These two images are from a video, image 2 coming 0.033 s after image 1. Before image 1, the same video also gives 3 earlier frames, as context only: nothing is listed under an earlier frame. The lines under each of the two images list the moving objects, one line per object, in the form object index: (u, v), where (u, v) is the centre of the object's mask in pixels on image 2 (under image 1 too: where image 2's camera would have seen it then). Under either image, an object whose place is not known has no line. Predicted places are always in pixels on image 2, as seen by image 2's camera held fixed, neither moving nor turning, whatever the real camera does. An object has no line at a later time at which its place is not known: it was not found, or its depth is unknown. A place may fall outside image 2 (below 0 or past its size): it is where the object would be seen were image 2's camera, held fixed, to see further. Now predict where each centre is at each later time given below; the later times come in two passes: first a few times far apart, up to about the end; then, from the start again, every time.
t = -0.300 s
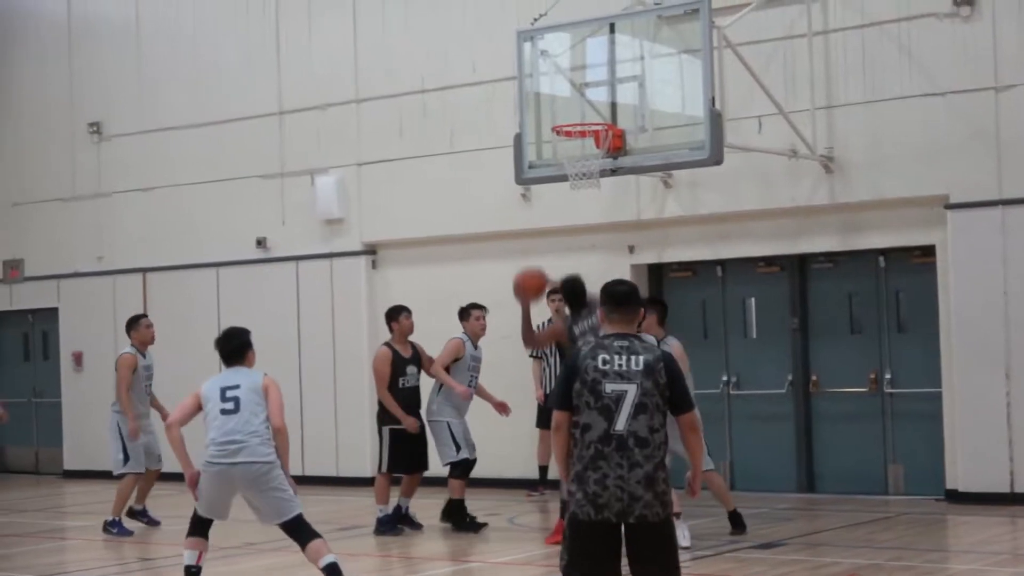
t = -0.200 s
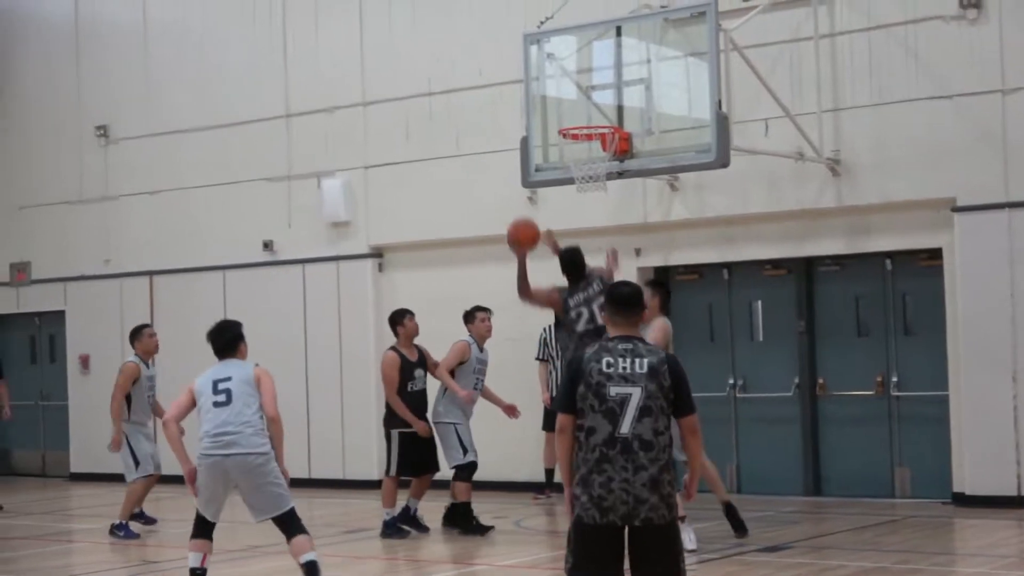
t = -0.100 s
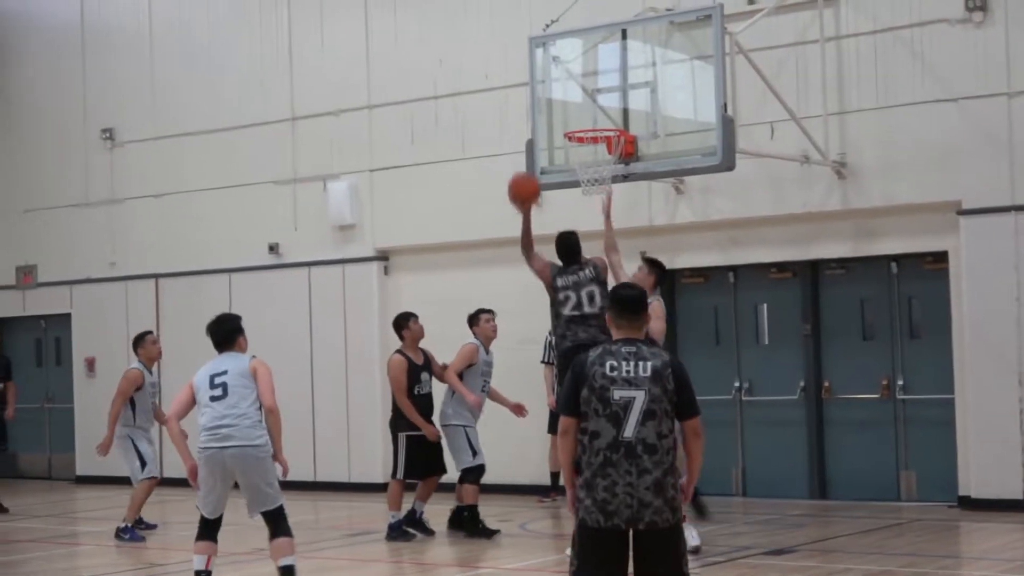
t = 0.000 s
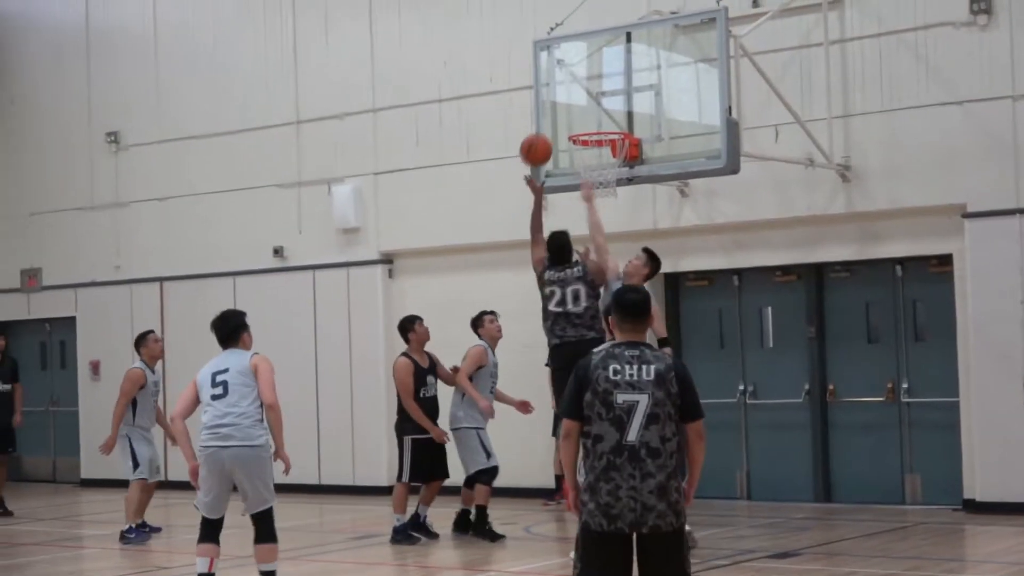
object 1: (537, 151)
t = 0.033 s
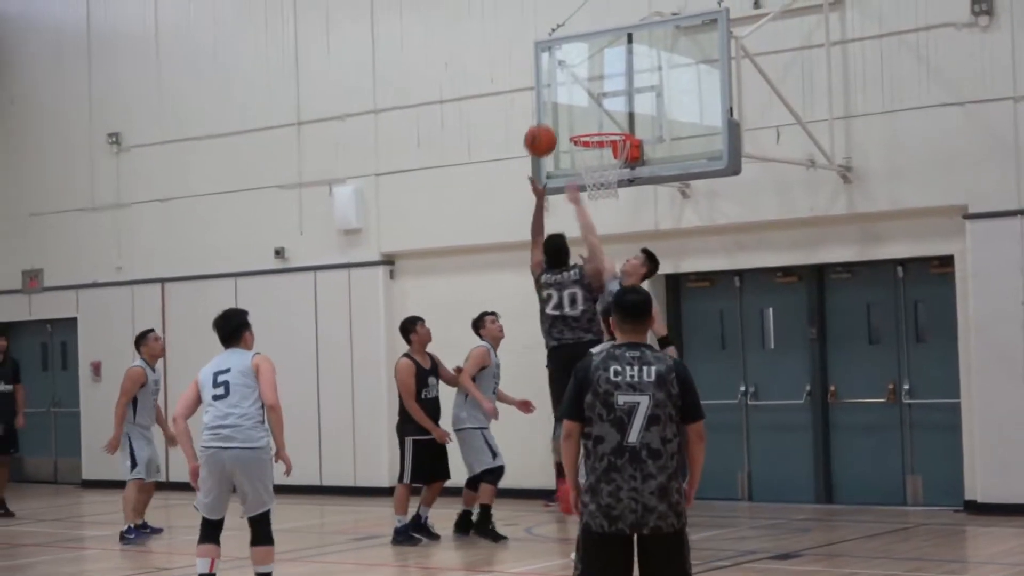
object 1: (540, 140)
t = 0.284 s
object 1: (564, 107)
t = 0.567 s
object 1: (596, 143)
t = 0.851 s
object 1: (620, 206)
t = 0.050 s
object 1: (542, 135)
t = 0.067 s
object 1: (543, 131)
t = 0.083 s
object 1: (545, 127)
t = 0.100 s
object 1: (547, 123)
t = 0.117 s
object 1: (548, 120)
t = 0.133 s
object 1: (550, 117)
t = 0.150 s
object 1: (551, 115)
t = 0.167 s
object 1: (553, 113)
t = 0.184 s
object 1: (554, 111)
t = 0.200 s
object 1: (556, 109)
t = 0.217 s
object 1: (558, 108)
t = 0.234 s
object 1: (559, 107)
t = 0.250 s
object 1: (561, 107)
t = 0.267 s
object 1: (562, 107)
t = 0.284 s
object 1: (564, 107)
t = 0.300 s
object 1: (566, 108)
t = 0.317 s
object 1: (568, 109)
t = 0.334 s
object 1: (569, 111)
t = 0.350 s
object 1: (571, 112)
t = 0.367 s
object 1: (573, 114)
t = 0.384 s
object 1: (575, 117)
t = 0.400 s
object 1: (576, 119)
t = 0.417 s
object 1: (578, 122)
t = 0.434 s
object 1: (579, 124)
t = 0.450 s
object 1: (581, 125)
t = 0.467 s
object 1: (583, 125)
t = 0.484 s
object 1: (585, 126)
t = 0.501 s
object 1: (587, 127)
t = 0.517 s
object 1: (589, 128)
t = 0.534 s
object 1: (591, 129)
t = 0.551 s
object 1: (594, 141)
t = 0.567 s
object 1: (596, 143)
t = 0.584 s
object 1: (597, 146)
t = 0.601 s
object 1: (598, 149)
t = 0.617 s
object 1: (600, 152)
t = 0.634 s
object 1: (603, 154)
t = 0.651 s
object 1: (604, 158)
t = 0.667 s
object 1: (606, 161)
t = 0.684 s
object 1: (607, 163)
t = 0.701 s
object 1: (609, 168)
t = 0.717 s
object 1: (612, 173)
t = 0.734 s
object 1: (613, 177)
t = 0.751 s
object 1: (615, 180)
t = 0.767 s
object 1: (616, 184)
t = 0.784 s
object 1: (616, 188)
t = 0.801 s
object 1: (617, 192)
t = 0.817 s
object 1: (618, 197)
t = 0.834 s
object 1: (619, 201)
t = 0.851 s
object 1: (620, 206)
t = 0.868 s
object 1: (621, 212)
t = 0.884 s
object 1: (622, 217)
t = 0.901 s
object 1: (622, 223)
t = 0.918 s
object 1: (623, 230)
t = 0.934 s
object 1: (624, 236)
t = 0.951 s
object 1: (625, 244)
